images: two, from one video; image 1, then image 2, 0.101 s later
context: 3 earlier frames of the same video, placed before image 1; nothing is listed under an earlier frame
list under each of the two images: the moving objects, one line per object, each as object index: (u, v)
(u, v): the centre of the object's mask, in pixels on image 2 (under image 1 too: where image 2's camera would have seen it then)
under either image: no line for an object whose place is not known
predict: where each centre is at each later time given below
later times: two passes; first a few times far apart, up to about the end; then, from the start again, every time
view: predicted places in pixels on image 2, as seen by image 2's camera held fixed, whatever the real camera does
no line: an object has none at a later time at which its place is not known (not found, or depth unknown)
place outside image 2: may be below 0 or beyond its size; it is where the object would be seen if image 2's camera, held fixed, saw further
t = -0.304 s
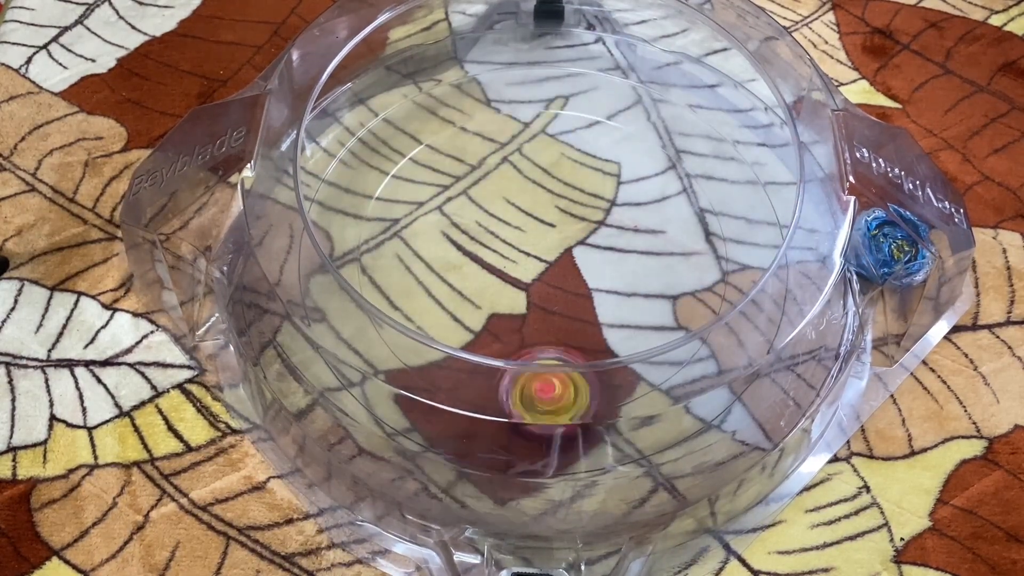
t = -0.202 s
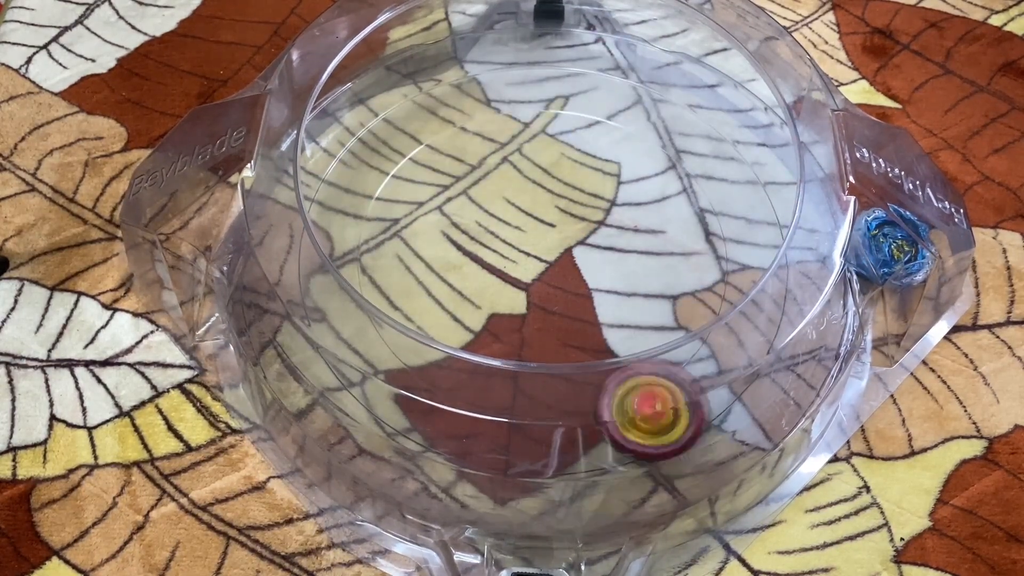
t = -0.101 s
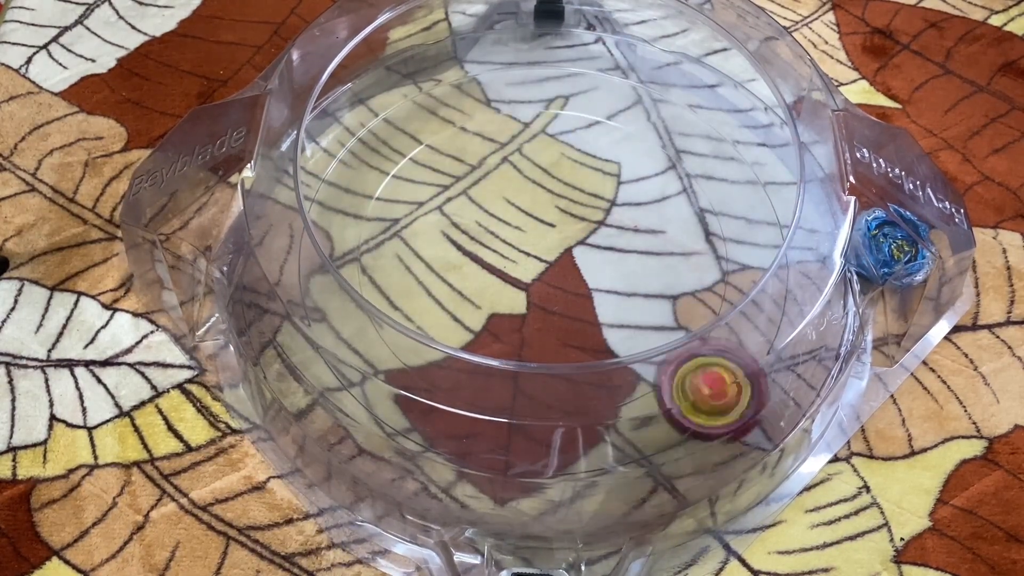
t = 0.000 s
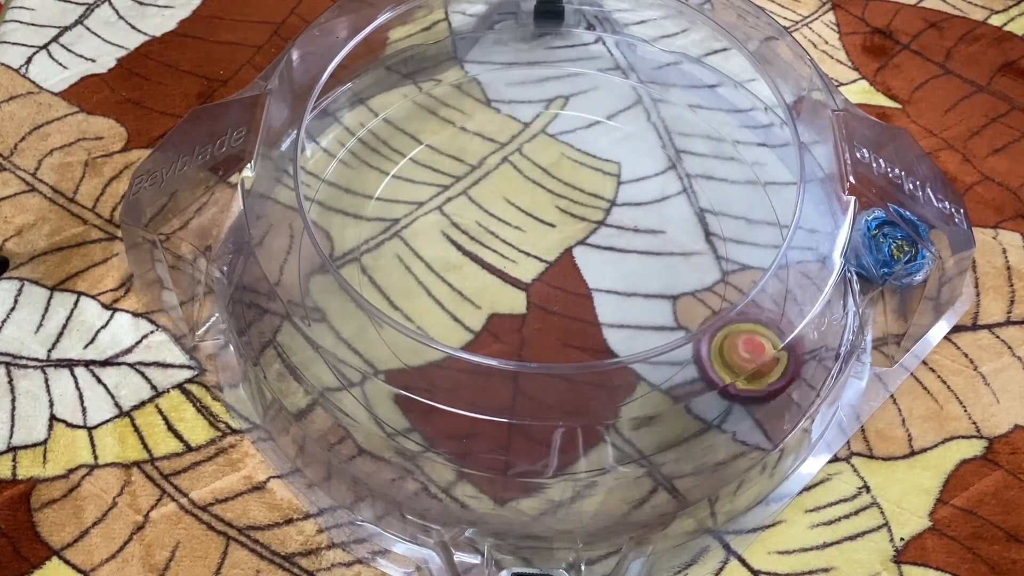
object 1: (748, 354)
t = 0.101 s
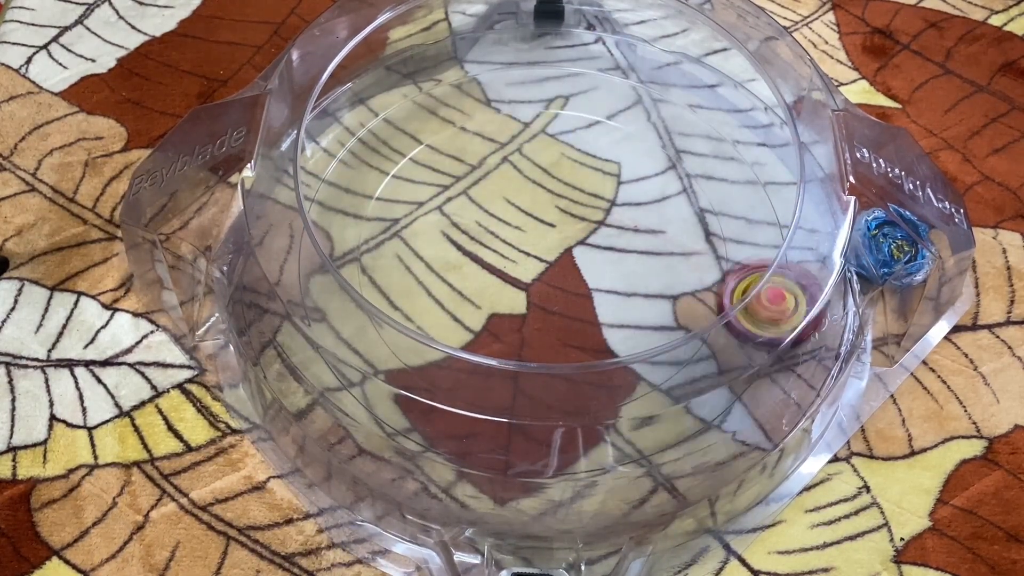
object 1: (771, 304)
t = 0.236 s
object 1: (770, 251)
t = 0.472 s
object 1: (687, 192)
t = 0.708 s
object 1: (479, 175)
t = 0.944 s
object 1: (412, 321)
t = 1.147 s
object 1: (563, 419)
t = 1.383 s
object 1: (621, 404)
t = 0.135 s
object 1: (774, 286)
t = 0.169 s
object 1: (774, 273)
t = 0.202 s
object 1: (773, 261)
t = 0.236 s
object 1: (770, 251)
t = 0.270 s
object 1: (765, 241)
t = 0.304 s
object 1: (757, 231)
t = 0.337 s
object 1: (746, 222)
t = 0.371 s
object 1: (739, 214)
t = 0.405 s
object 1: (725, 205)
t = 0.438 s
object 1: (708, 200)
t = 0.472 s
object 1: (687, 192)
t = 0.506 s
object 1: (662, 183)
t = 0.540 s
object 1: (636, 174)
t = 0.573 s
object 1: (606, 168)
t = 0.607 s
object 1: (574, 163)
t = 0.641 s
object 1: (540, 162)
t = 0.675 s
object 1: (509, 166)
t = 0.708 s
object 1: (479, 175)
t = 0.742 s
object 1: (454, 187)
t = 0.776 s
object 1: (433, 205)
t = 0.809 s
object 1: (417, 225)
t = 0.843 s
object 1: (405, 247)
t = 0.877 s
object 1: (402, 271)
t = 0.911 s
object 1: (404, 295)
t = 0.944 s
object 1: (412, 321)
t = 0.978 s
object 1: (424, 346)
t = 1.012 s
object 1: (445, 365)
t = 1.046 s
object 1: (473, 378)
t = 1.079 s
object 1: (499, 398)
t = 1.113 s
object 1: (547, 418)
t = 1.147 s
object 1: (563, 419)
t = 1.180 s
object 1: (577, 421)
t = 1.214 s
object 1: (588, 423)
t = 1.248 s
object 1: (596, 423)
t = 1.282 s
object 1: (605, 420)
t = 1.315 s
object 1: (612, 417)
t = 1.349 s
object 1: (617, 411)
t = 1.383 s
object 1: (621, 404)
